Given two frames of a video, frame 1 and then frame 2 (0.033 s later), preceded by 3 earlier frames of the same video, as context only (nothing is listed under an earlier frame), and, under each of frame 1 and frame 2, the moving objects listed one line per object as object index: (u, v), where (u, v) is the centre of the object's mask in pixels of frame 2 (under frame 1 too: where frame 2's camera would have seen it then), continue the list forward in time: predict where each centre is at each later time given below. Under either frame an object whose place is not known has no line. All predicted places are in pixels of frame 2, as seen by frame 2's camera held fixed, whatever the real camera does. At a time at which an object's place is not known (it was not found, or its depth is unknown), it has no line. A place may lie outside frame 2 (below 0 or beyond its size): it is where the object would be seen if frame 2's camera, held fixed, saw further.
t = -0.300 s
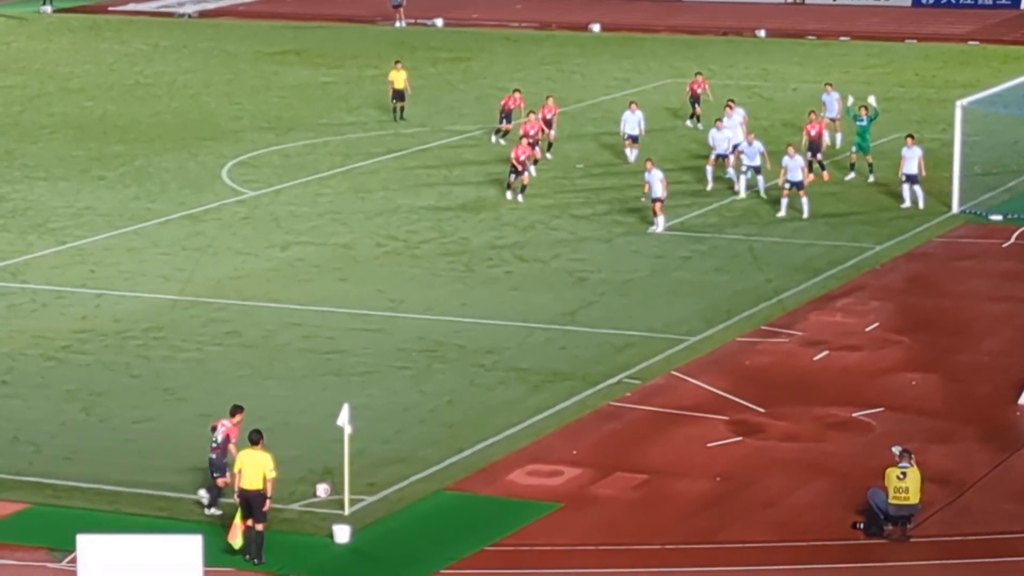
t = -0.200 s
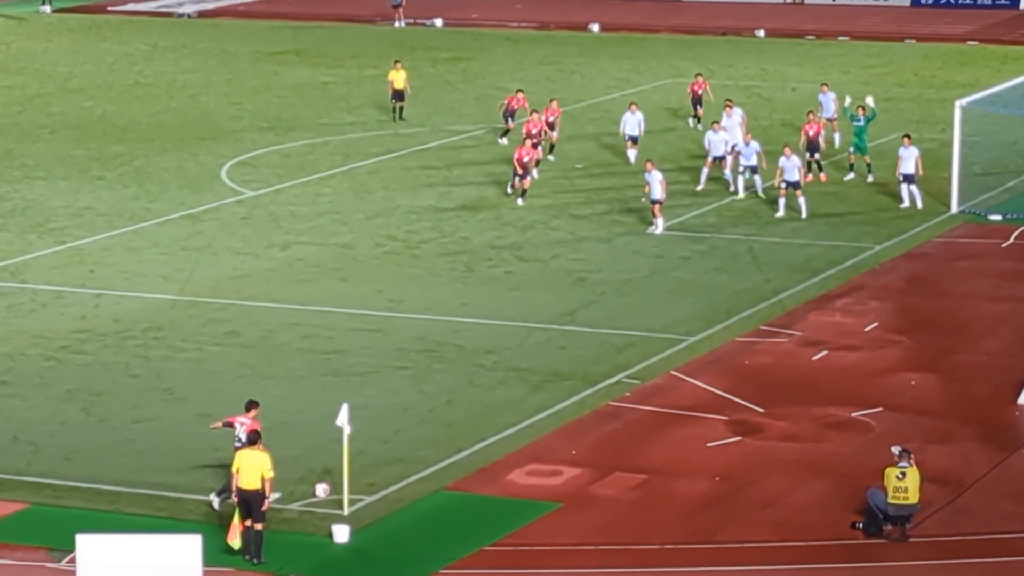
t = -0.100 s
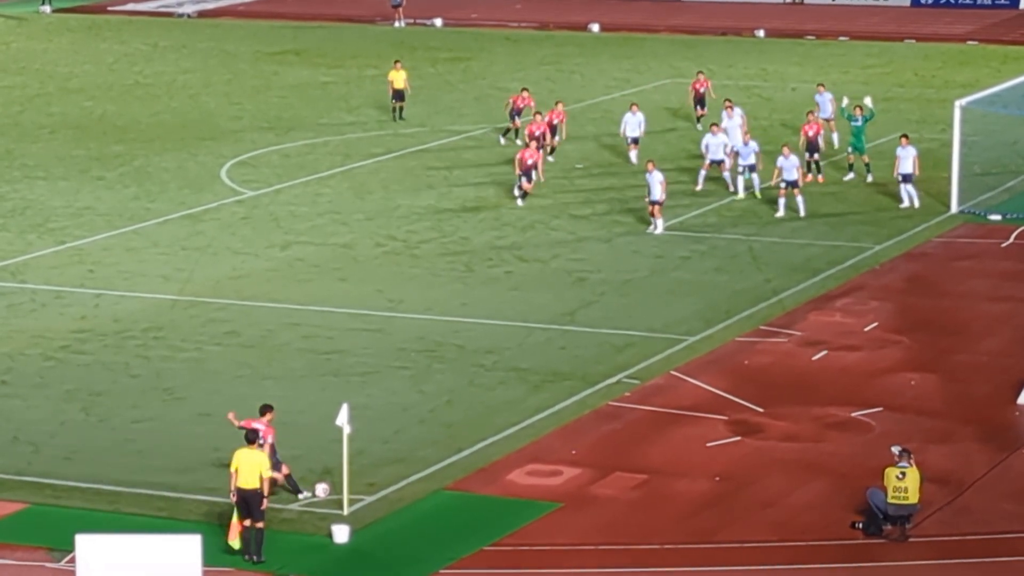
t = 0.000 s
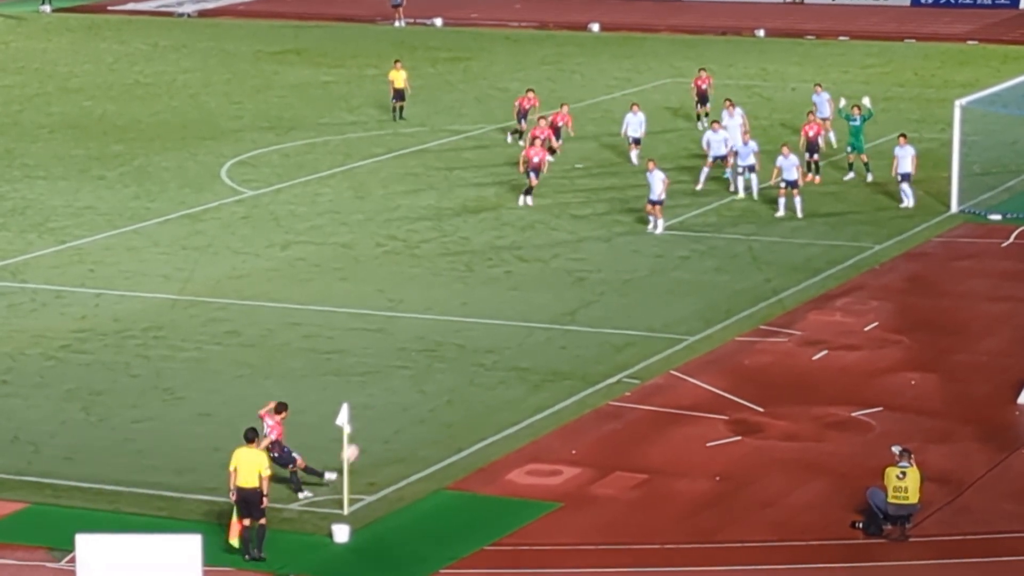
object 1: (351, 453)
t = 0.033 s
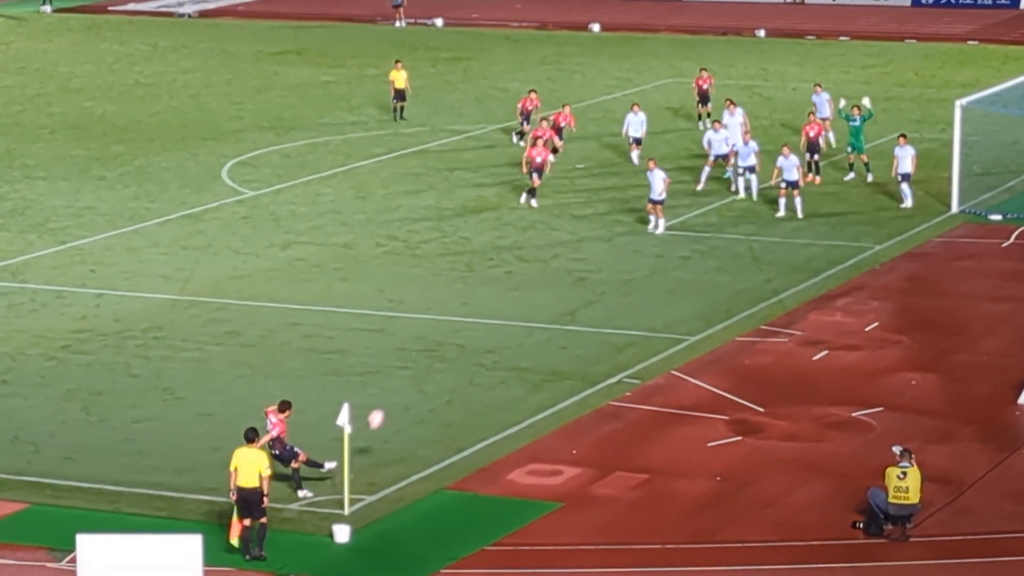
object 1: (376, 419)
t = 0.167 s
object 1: (465, 297)
